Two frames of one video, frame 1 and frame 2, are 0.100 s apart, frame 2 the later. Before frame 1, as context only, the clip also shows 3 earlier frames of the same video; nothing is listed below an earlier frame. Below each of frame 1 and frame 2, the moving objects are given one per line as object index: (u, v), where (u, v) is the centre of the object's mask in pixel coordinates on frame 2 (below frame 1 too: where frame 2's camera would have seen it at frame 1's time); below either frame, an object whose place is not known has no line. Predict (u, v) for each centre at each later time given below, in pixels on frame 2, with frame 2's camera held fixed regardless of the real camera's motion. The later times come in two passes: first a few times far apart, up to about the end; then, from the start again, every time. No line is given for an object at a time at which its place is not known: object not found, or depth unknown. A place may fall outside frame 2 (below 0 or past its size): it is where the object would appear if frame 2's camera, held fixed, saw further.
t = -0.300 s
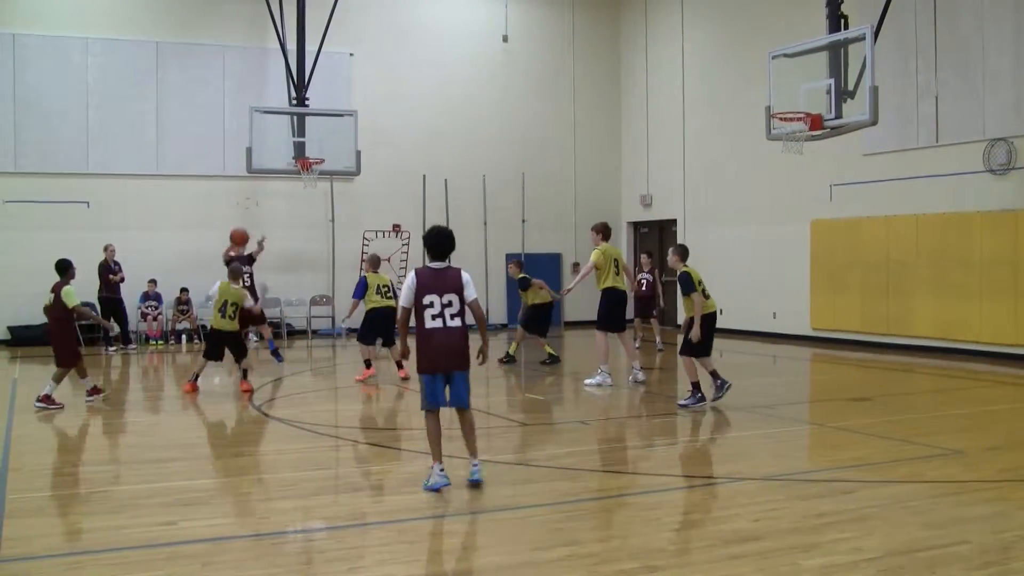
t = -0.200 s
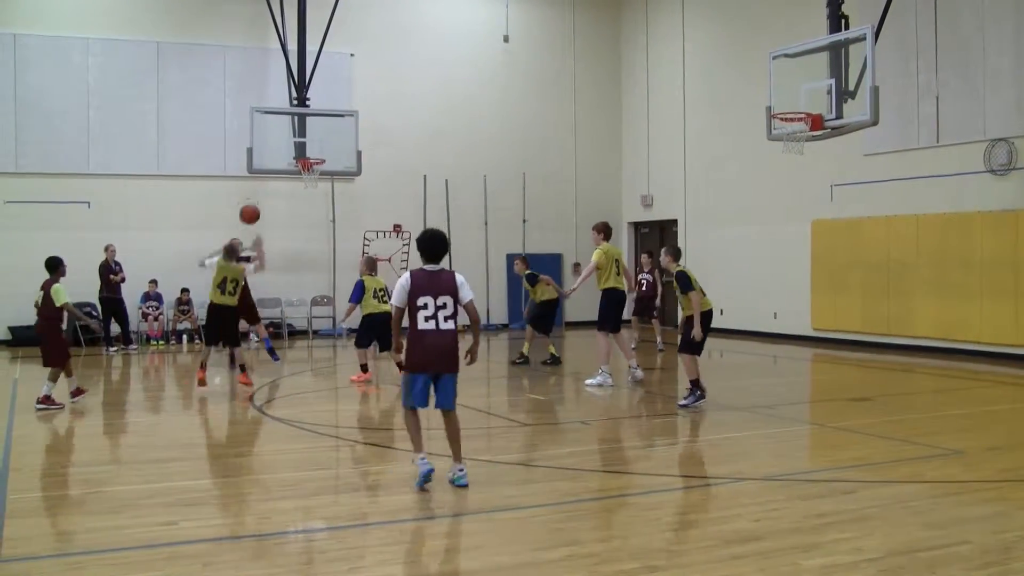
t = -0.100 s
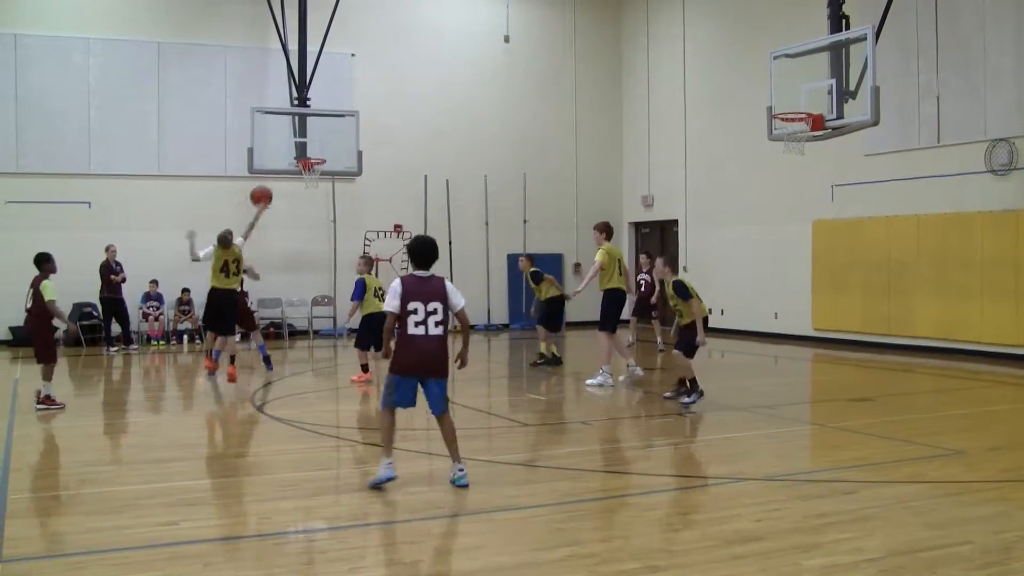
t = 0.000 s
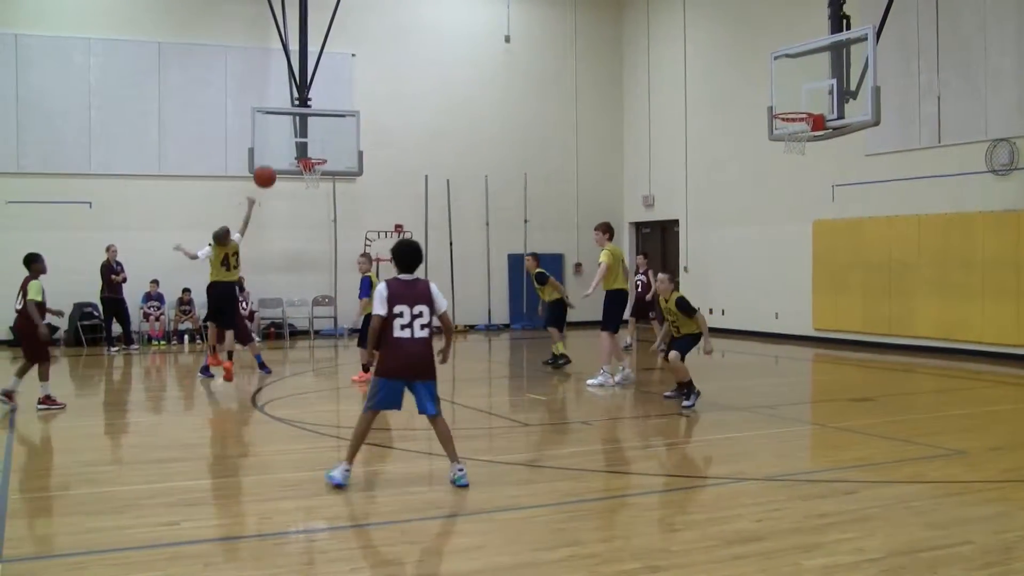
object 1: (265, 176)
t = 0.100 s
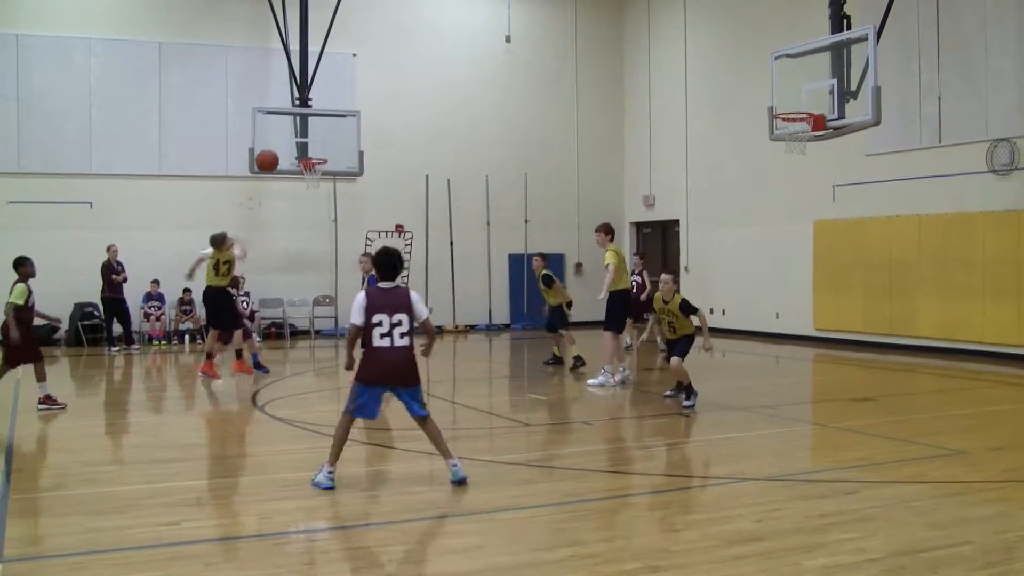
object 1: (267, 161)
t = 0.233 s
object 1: (269, 154)
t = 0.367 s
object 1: (272, 164)
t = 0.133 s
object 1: (268, 158)
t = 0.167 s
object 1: (268, 155)
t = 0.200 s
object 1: (269, 154)
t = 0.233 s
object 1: (269, 154)
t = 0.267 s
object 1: (270, 155)
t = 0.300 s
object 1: (271, 157)
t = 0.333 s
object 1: (271, 160)
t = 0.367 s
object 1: (272, 164)
